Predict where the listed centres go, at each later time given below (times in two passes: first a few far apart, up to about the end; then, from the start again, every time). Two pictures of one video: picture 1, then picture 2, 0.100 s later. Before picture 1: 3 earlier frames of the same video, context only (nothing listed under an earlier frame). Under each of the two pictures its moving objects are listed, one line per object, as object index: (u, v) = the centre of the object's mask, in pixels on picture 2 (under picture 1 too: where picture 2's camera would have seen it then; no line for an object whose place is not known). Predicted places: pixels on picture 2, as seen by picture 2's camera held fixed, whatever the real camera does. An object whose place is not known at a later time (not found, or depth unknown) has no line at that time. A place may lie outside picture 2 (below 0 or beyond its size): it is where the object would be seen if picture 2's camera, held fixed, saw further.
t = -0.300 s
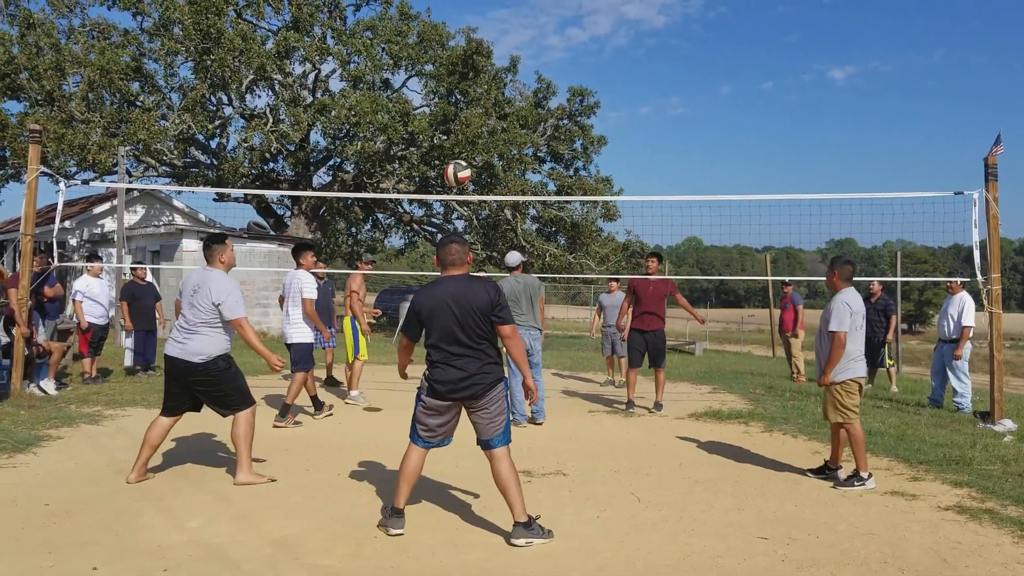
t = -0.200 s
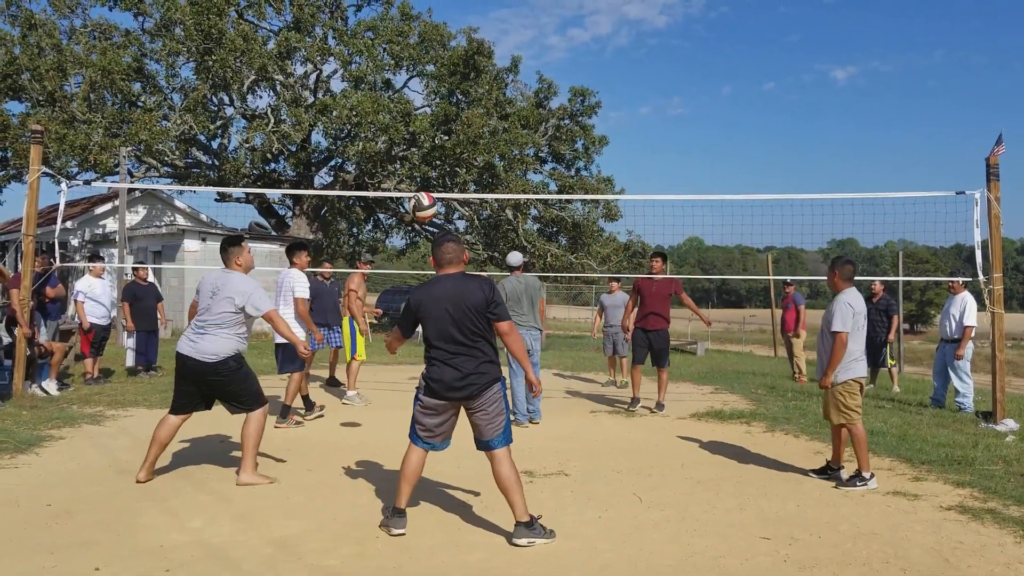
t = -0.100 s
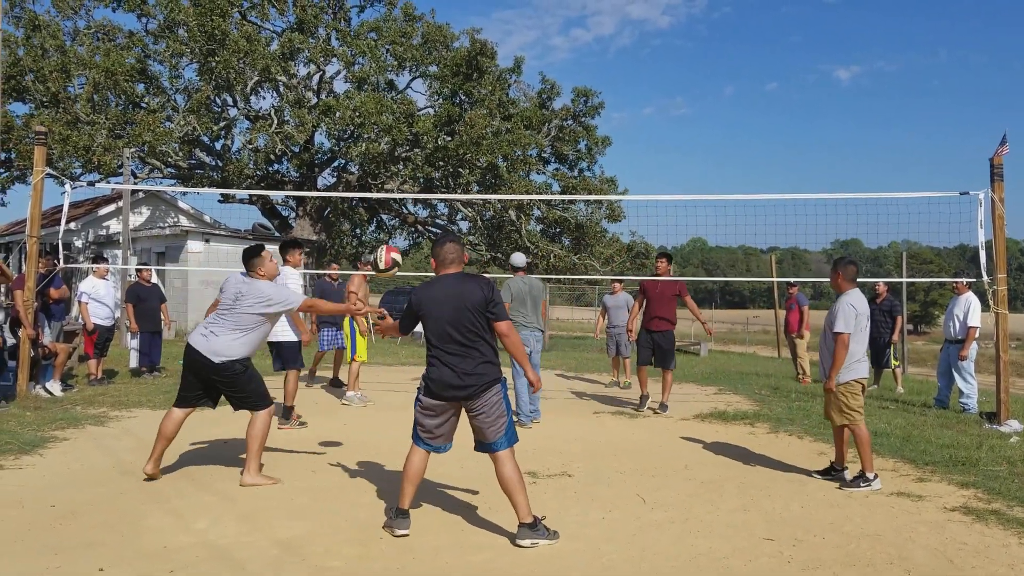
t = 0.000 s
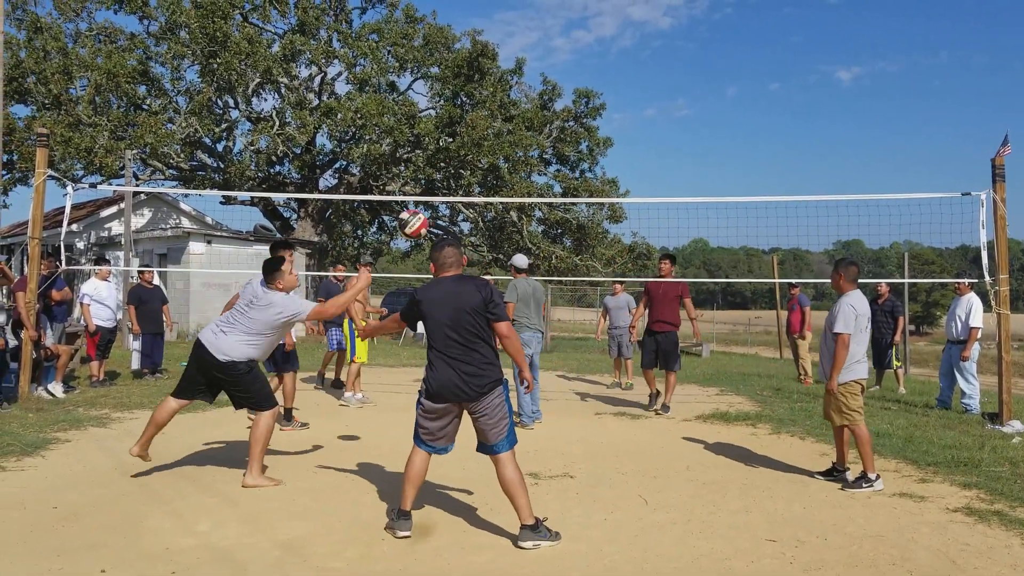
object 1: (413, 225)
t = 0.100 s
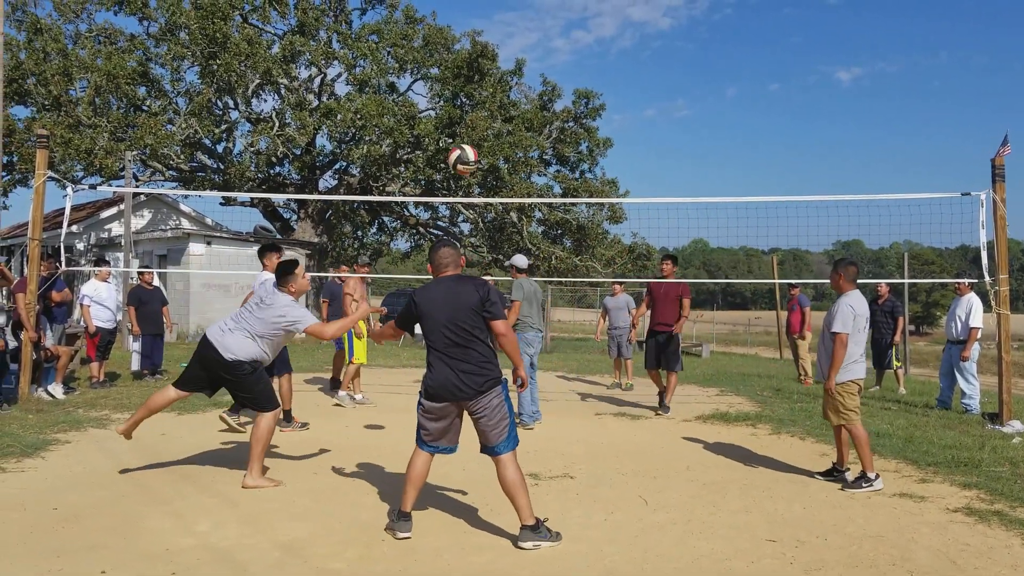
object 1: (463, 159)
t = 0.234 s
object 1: (526, 96)
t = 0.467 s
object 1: (628, 49)
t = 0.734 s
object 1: (732, 88)
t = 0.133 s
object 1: (480, 141)
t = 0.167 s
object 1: (496, 124)
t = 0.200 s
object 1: (511, 109)
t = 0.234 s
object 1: (526, 96)
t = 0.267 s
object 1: (542, 84)
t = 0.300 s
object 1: (556, 75)
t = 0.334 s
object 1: (571, 66)
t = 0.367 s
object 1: (586, 60)
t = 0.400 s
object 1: (600, 55)
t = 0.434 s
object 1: (615, 51)
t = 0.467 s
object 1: (628, 49)
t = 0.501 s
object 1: (642, 49)
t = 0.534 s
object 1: (655, 50)
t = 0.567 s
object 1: (668, 53)
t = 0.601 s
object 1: (682, 57)
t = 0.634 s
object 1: (694, 63)
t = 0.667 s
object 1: (707, 70)
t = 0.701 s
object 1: (719, 78)
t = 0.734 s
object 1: (732, 88)
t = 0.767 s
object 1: (744, 99)
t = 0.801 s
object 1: (756, 111)
